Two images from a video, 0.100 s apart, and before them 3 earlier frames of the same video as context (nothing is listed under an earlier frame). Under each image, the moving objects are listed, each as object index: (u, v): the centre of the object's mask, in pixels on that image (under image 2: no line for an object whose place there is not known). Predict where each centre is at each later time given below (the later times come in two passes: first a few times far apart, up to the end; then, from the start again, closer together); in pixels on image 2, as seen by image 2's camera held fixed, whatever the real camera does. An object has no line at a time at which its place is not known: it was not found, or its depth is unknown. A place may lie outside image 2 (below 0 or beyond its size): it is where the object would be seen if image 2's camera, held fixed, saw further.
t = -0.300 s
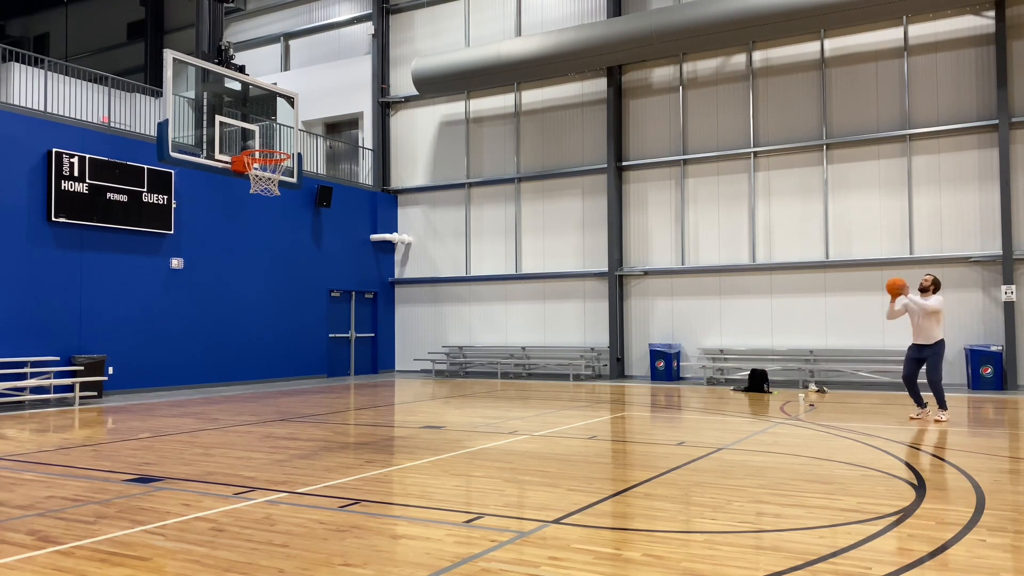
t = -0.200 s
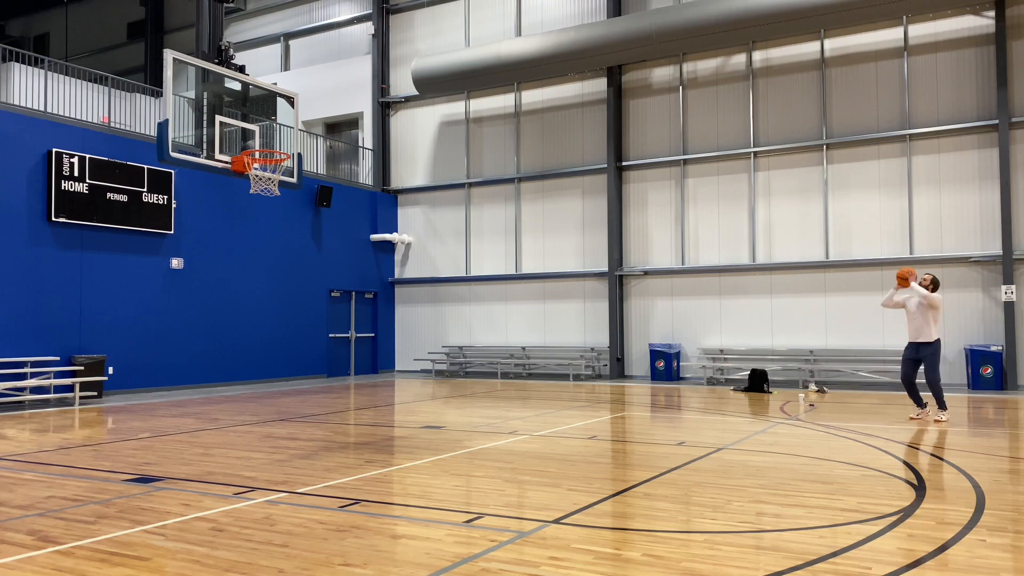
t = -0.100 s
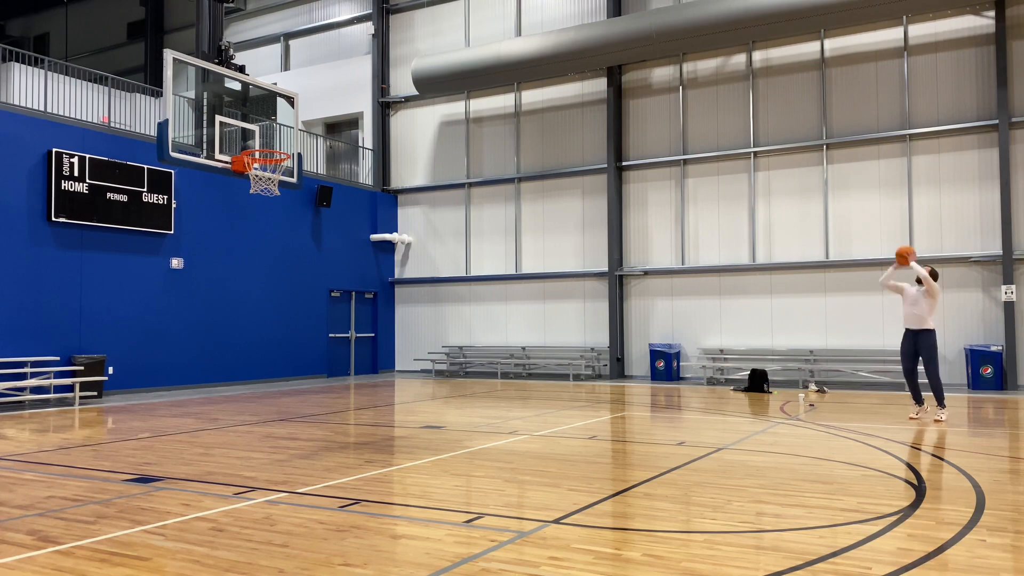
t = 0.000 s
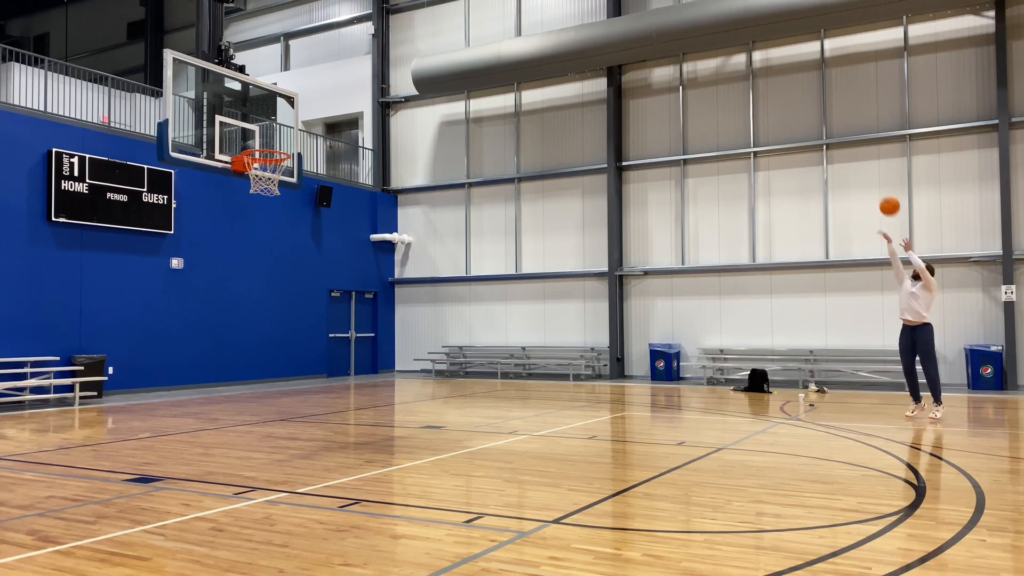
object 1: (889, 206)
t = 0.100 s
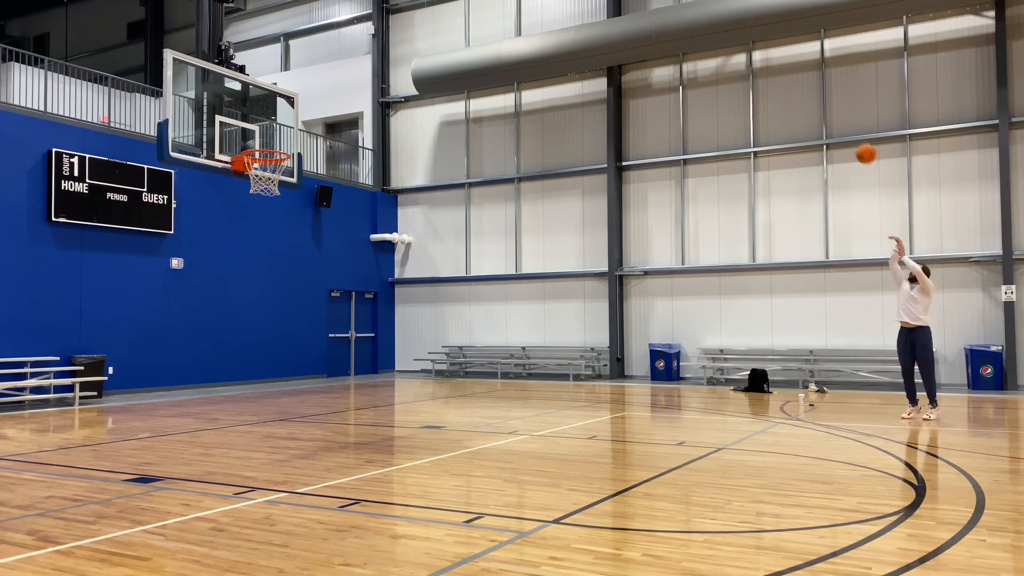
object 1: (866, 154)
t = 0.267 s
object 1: (827, 83)
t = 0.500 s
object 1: (773, 17)
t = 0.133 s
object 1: (859, 138)
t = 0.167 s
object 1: (851, 123)
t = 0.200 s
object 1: (843, 109)
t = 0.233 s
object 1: (835, 95)
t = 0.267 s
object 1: (827, 83)
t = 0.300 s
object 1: (820, 71)
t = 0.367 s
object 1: (803, 50)
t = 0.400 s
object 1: (796, 40)
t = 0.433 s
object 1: (788, 32)
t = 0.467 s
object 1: (780, 24)
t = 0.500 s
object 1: (773, 17)
